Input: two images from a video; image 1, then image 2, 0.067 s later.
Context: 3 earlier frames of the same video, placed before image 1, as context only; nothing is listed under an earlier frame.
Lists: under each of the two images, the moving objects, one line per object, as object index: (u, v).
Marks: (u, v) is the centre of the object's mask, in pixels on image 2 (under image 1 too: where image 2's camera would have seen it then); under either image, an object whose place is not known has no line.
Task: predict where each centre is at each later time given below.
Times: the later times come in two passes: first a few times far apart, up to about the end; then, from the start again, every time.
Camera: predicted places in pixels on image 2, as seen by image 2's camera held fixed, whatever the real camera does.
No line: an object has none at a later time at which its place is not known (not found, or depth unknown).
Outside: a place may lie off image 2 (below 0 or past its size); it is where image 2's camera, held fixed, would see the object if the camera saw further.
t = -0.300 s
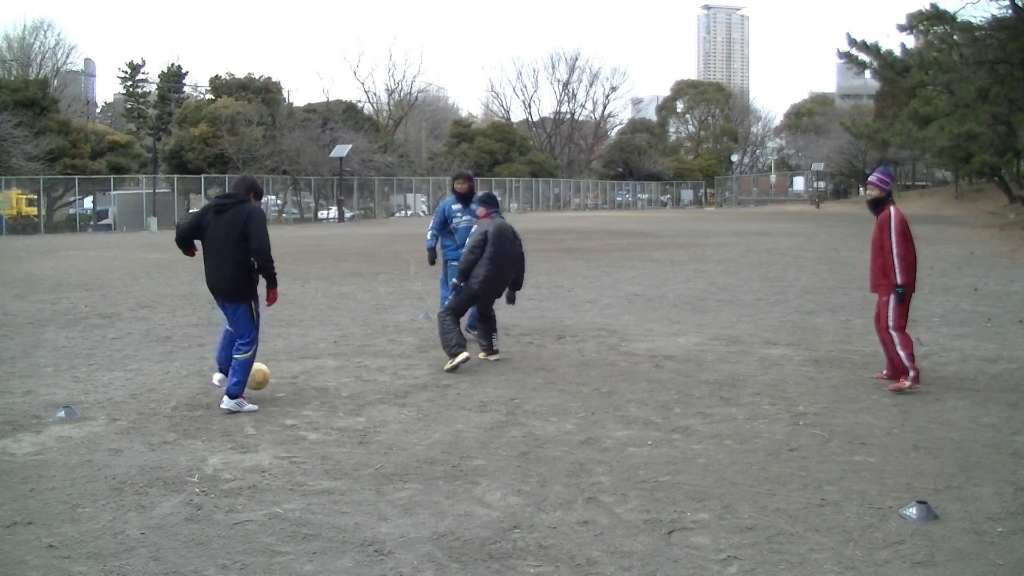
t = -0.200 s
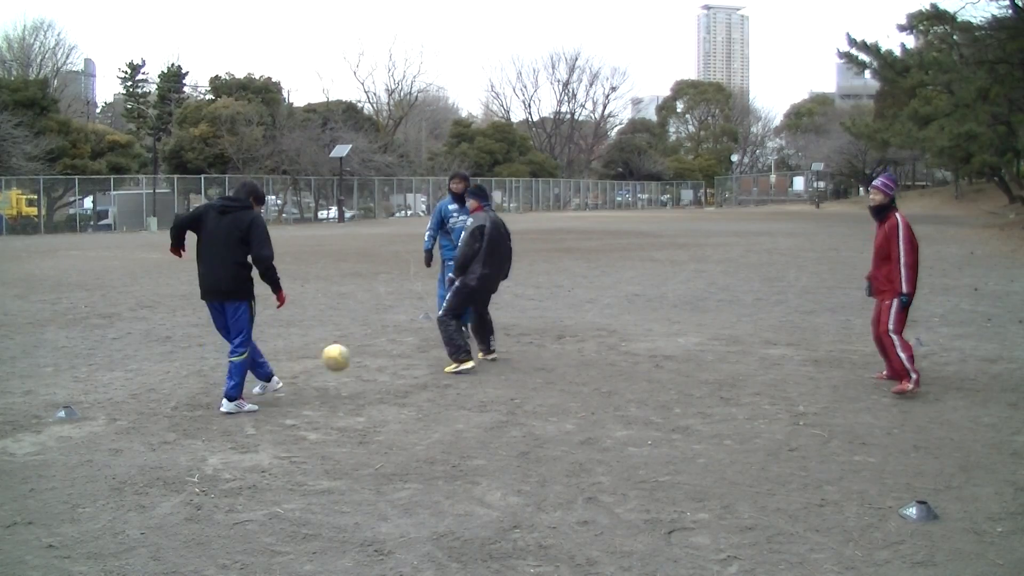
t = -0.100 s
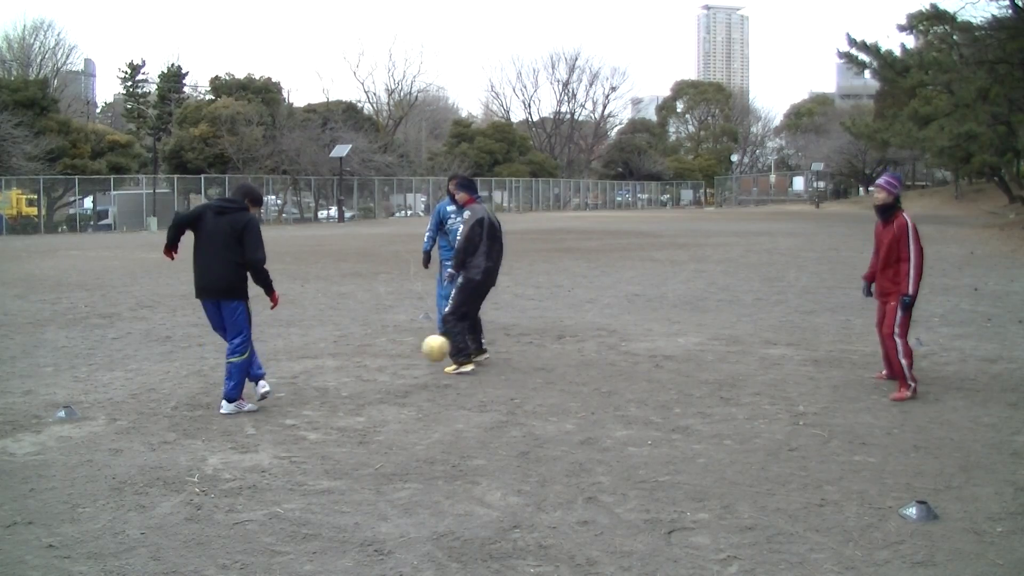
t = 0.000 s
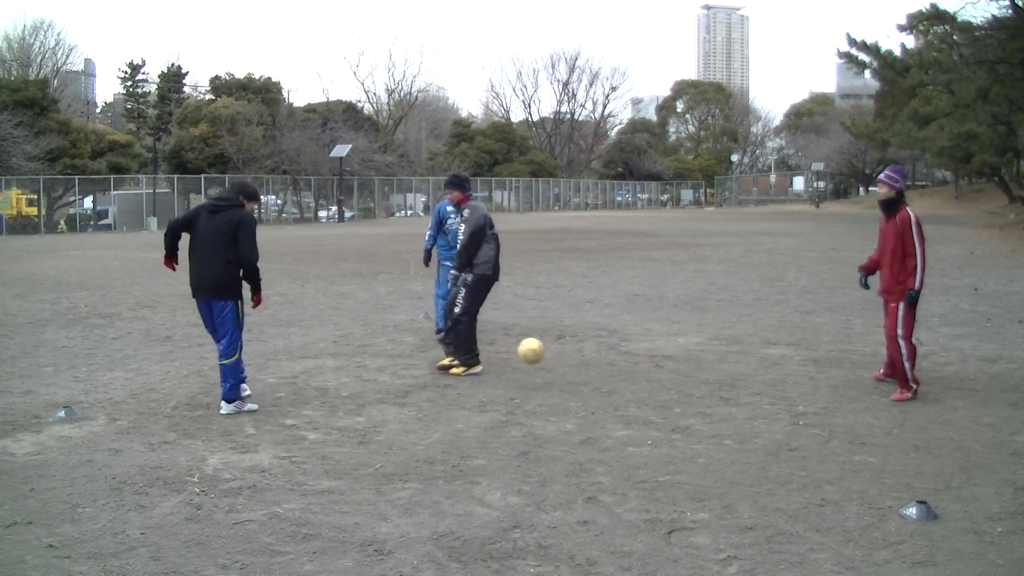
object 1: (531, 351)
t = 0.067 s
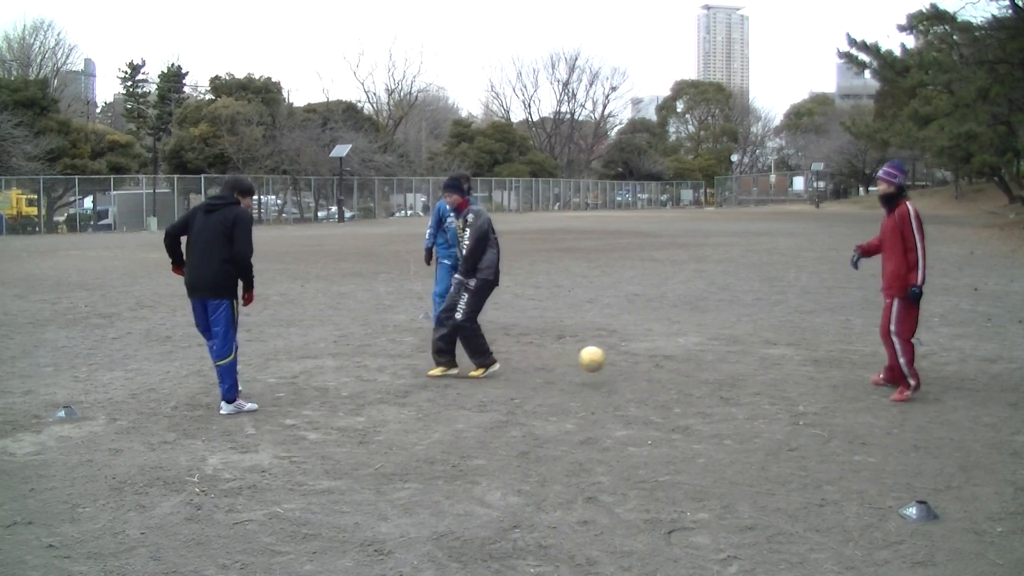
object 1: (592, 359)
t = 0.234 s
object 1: (711, 358)
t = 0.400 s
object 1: (808, 364)
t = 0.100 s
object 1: (621, 364)
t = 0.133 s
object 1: (650, 372)
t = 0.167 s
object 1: (670, 366)
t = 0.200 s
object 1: (691, 361)
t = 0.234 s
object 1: (711, 358)
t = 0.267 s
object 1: (731, 356)
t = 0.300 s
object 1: (751, 356)
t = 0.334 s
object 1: (770, 357)
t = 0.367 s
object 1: (789, 359)
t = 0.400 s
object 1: (808, 364)
